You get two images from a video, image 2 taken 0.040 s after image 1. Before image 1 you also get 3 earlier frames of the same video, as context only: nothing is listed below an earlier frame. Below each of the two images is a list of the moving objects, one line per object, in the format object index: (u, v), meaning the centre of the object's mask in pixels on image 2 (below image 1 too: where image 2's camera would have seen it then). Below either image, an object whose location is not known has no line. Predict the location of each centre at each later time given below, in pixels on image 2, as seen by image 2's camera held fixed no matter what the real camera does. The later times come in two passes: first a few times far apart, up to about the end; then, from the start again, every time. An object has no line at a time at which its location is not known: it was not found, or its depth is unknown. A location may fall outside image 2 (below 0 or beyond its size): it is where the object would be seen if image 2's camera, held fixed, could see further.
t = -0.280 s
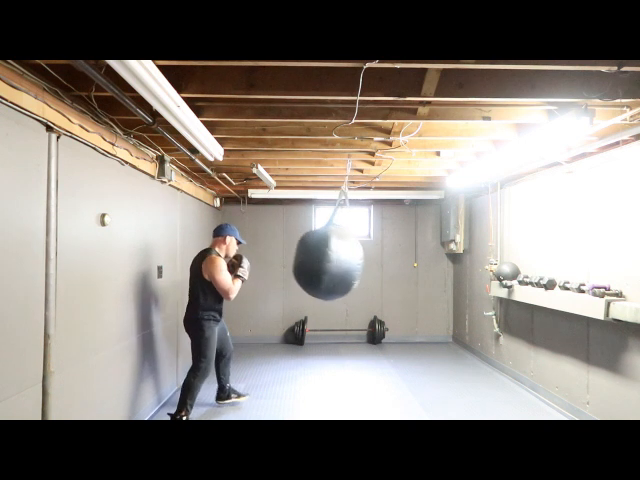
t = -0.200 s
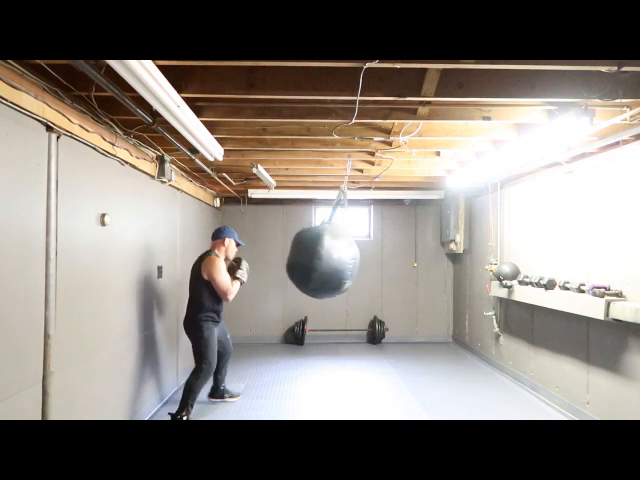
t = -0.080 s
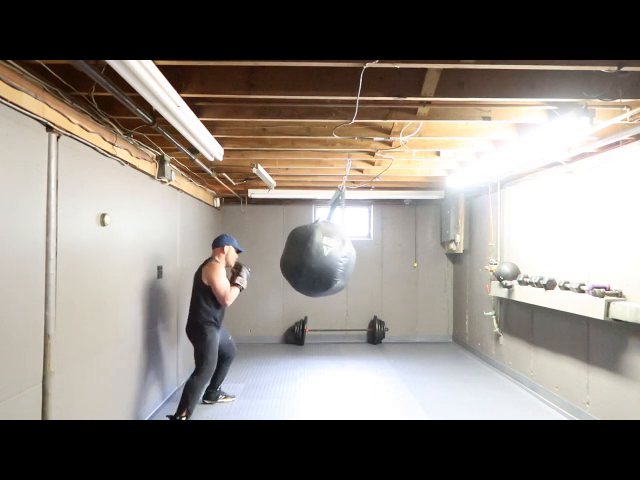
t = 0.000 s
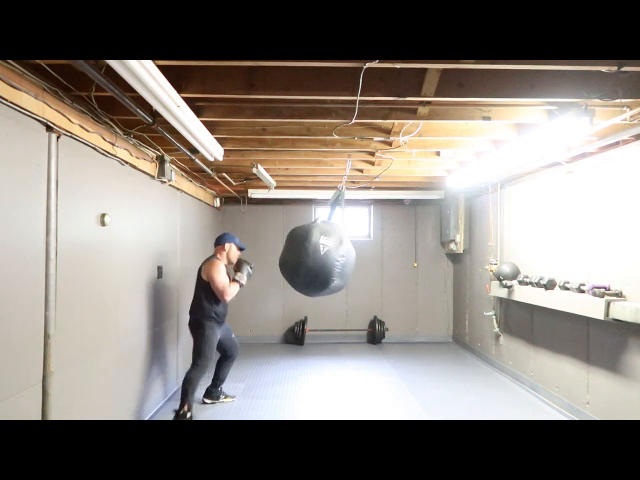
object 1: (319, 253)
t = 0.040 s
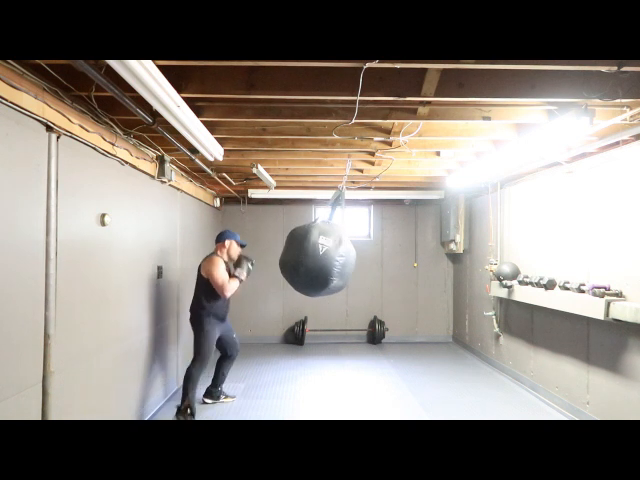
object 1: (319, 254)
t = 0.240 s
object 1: (327, 257)
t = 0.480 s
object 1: (348, 259)
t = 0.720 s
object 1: (369, 257)
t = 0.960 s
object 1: (379, 254)
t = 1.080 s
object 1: (379, 255)
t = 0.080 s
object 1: (320, 254)
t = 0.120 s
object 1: (321, 255)
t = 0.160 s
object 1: (323, 255)
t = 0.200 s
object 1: (325, 256)
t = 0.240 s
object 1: (327, 257)
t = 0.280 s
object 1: (330, 257)
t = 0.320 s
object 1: (333, 258)
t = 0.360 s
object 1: (337, 259)
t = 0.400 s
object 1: (340, 259)
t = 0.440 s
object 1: (344, 259)
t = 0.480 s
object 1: (348, 259)
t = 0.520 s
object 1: (352, 259)
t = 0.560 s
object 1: (356, 259)
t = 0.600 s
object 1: (360, 259)
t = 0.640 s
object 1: (363, 258)
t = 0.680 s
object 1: (366, 258)
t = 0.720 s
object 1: (369, 257)
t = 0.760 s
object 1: (372, 256)
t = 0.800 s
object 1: (374, 256)
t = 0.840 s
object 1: (376, 256)
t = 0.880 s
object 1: (377, 255)
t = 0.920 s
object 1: (378, 255)
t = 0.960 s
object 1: (379, 254)
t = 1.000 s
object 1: (379, 255)
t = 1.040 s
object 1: (379, 255)
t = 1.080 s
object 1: (379, 255)
